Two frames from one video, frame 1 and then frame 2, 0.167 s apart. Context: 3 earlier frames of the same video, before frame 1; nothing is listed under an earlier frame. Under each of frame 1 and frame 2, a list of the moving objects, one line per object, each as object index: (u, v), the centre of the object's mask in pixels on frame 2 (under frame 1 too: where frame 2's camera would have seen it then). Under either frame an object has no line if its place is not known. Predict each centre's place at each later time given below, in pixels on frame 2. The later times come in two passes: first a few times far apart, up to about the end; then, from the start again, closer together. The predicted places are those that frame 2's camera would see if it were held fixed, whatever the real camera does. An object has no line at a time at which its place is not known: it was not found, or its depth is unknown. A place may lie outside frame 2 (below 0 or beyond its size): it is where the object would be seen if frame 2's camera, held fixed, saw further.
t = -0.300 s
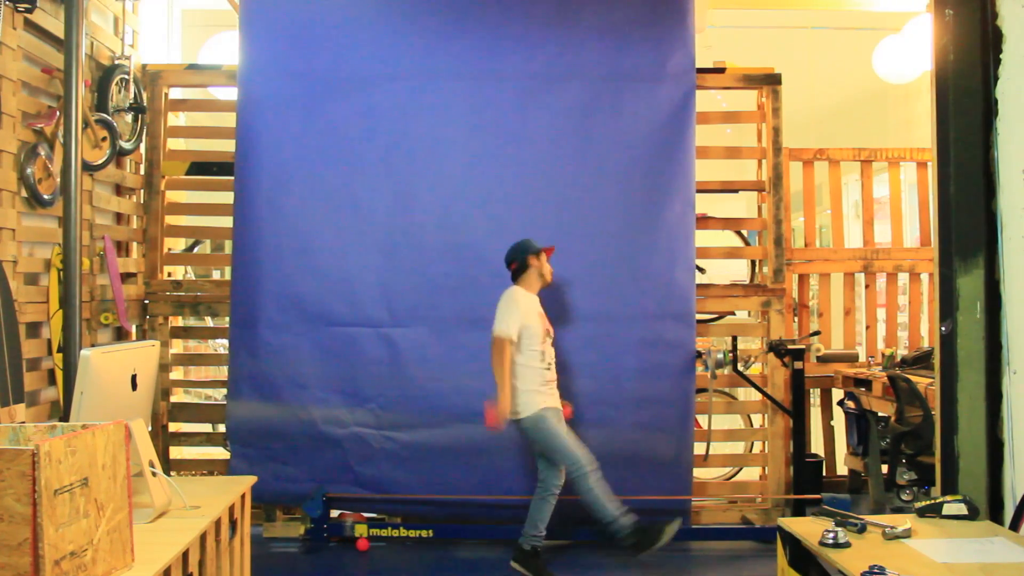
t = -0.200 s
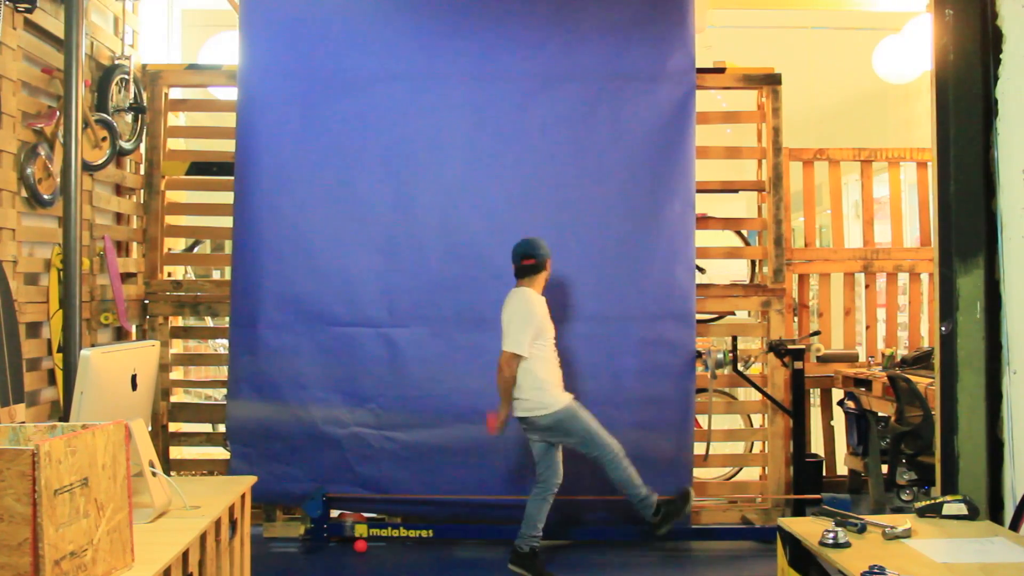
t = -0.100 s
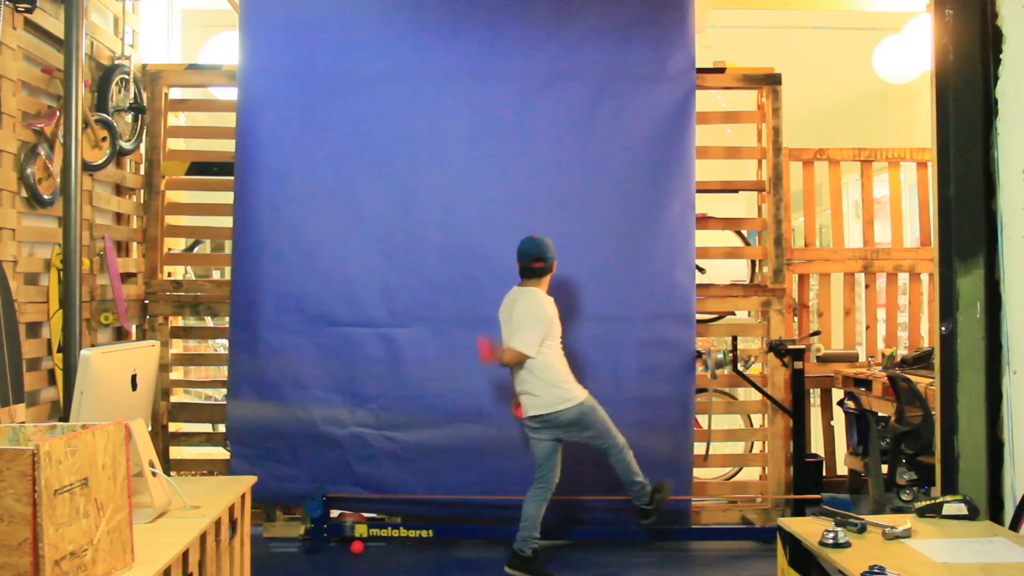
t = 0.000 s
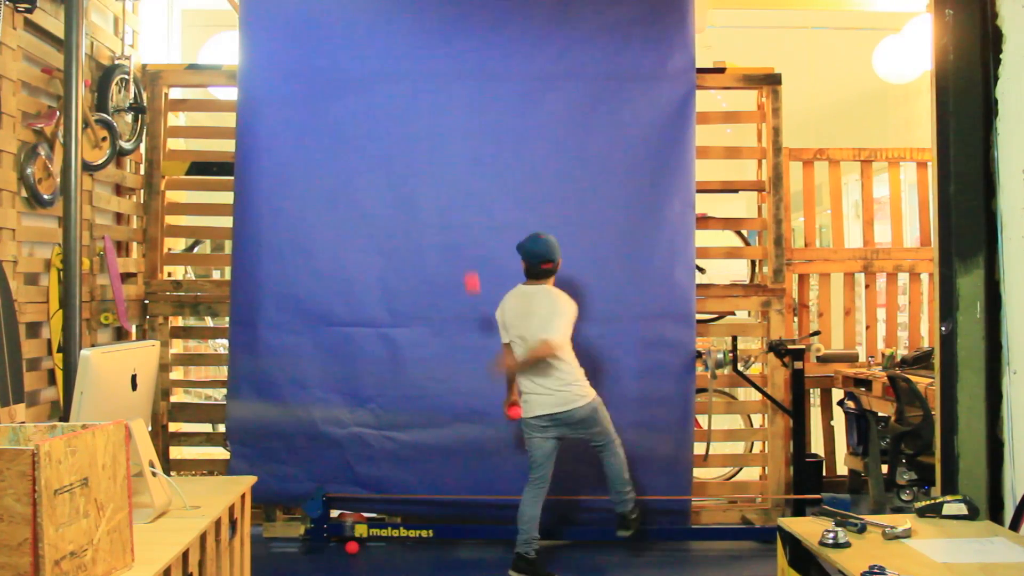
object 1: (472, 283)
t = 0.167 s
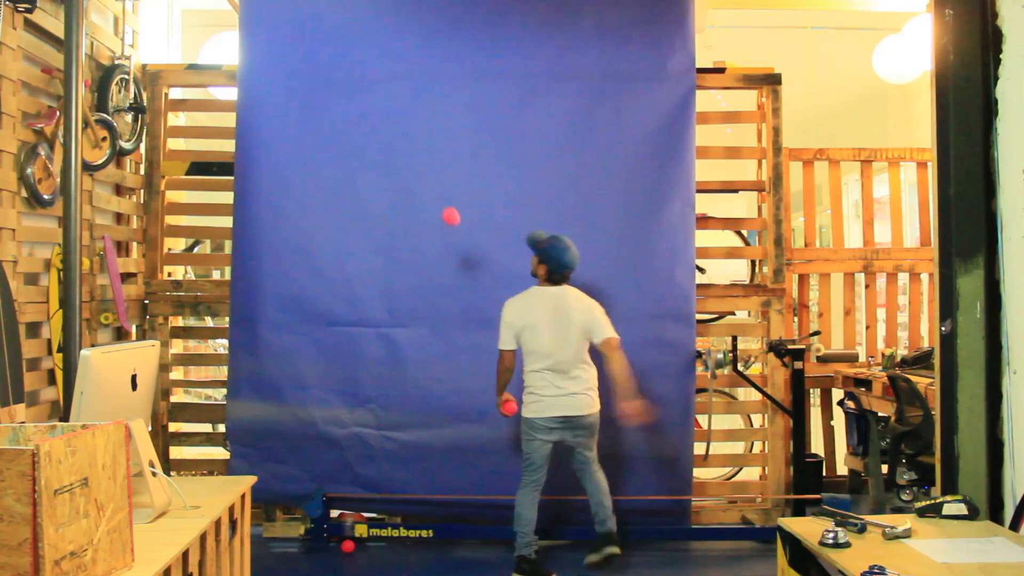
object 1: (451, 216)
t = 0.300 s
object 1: (433, 199)
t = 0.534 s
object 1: (400, 261)
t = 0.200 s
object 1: (446, 208)
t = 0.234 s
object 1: (442, 203)
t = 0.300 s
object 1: (433, 199)
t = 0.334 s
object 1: (429, 200)
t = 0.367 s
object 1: (425, 204)
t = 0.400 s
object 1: (420, 210)
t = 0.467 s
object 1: (411, 231)
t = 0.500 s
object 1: (406, 244)
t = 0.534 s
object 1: (400, 261)
